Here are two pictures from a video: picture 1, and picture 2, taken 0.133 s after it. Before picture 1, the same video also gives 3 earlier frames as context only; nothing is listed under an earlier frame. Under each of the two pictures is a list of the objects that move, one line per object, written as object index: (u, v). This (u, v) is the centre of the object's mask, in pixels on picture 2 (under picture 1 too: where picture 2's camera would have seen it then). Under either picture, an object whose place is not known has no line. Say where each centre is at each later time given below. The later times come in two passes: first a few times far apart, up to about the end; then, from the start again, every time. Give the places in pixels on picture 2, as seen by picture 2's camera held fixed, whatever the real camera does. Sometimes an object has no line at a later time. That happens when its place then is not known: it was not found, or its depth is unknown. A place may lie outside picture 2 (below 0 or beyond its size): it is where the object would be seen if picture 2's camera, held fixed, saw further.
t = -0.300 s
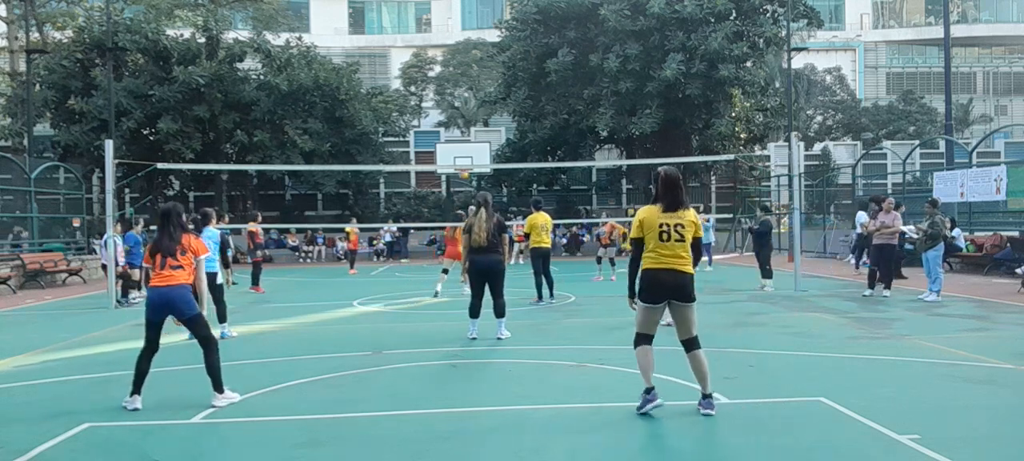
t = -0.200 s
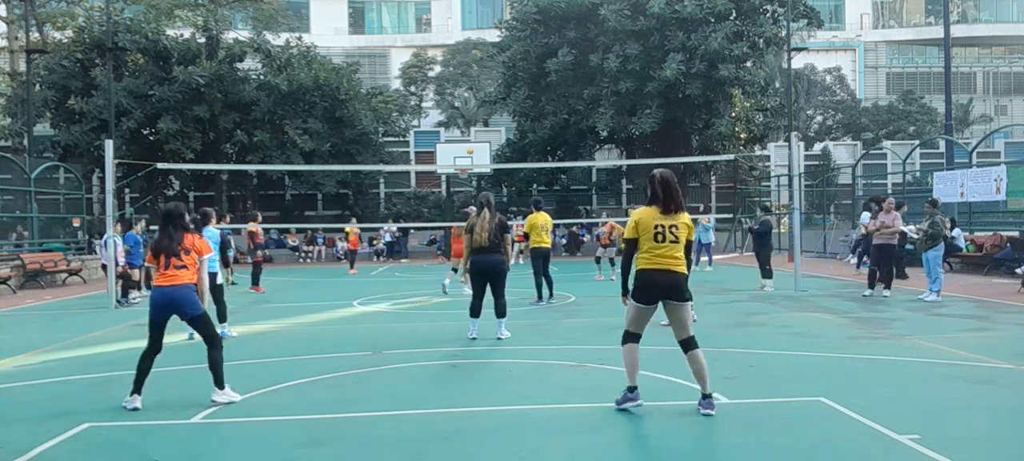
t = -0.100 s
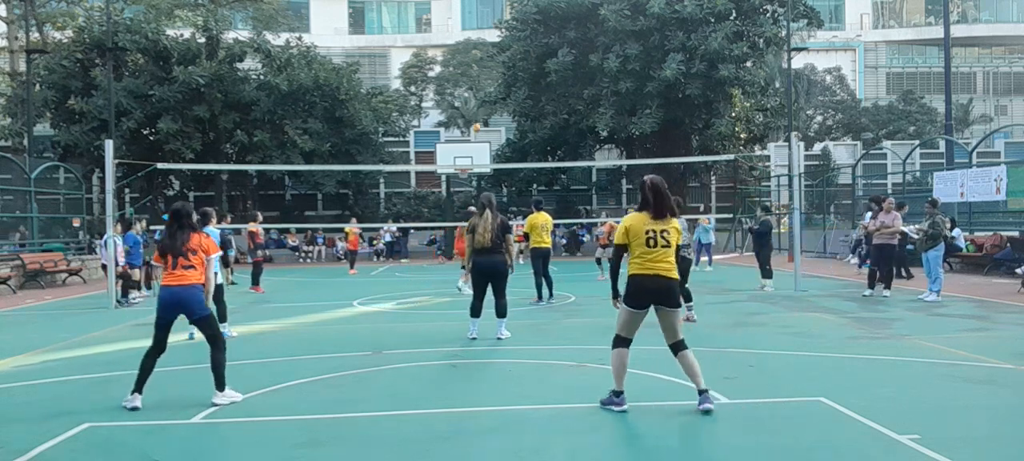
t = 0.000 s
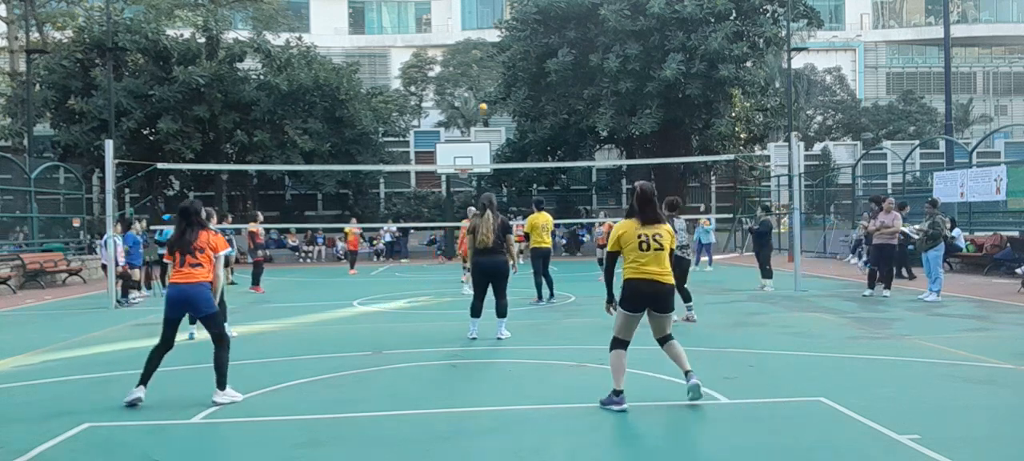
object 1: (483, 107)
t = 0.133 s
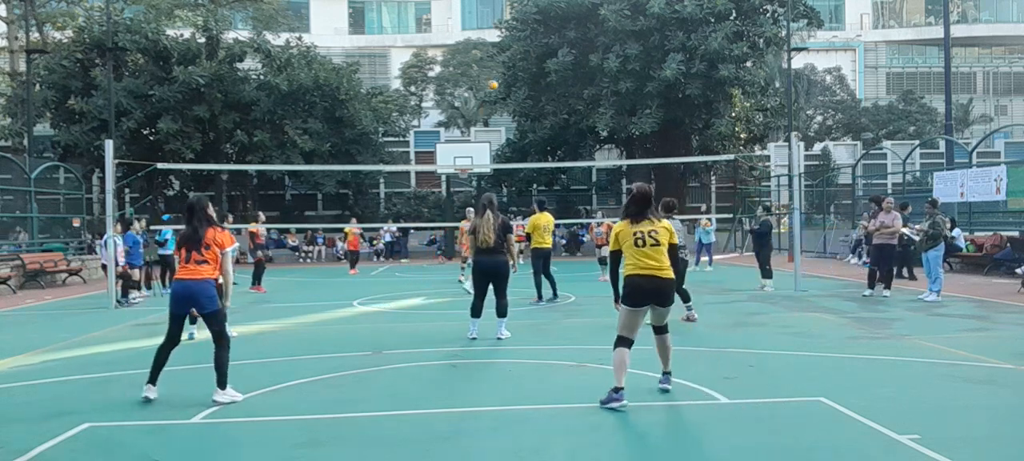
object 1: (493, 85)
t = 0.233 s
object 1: (502, 72)
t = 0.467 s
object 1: (527, 54)
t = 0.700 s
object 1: (560, 61)
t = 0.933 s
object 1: (606, 106)
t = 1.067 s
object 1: (638, 152)
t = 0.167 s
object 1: (496, 80)
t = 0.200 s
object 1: (498, 76)
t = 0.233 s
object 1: (502, 72)
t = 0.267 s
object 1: (504, 68)
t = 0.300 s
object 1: (508, 64)
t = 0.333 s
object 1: (511, 61)
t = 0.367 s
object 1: (515, 58)
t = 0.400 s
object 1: (518, 56)
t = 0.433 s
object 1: (522, 54)
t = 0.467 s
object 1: (527, 54)
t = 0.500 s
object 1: (531, 53)
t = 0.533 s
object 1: (535, 53)
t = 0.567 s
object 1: (539, 53)
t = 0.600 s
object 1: (544, 54)
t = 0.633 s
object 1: (550, 56)
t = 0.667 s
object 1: (555, 58)
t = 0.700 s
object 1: (560, 61)
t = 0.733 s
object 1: (566, 65)
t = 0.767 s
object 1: (572, 70)
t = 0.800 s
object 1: (578, 75)
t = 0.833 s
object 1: (585, 81)
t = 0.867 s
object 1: (592, 88)
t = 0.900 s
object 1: (599, 96)
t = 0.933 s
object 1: (606, 106)
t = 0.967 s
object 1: (614, 116)
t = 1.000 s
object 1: (621, 127)
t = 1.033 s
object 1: (629, 139)
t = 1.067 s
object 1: (638, 152)
